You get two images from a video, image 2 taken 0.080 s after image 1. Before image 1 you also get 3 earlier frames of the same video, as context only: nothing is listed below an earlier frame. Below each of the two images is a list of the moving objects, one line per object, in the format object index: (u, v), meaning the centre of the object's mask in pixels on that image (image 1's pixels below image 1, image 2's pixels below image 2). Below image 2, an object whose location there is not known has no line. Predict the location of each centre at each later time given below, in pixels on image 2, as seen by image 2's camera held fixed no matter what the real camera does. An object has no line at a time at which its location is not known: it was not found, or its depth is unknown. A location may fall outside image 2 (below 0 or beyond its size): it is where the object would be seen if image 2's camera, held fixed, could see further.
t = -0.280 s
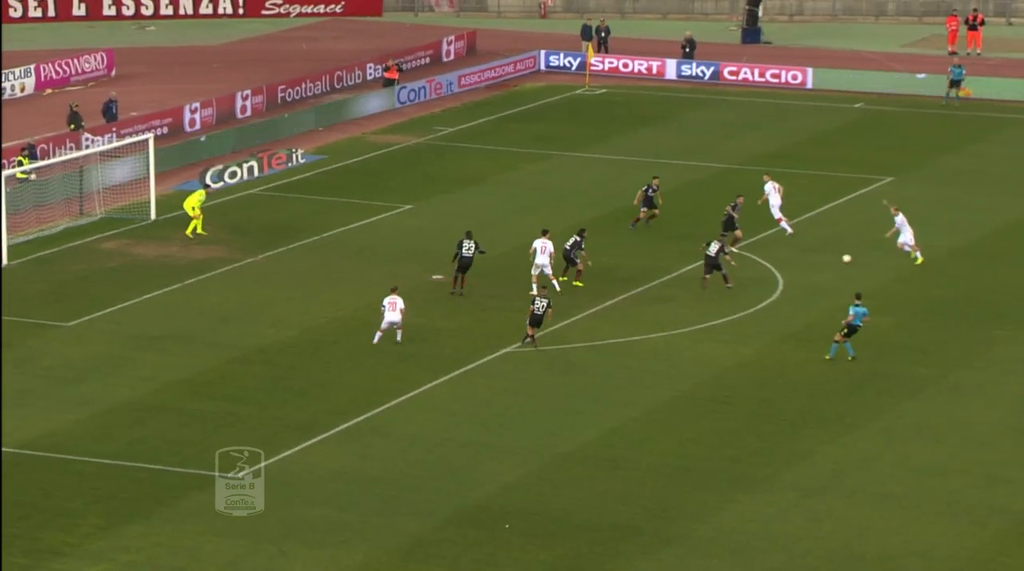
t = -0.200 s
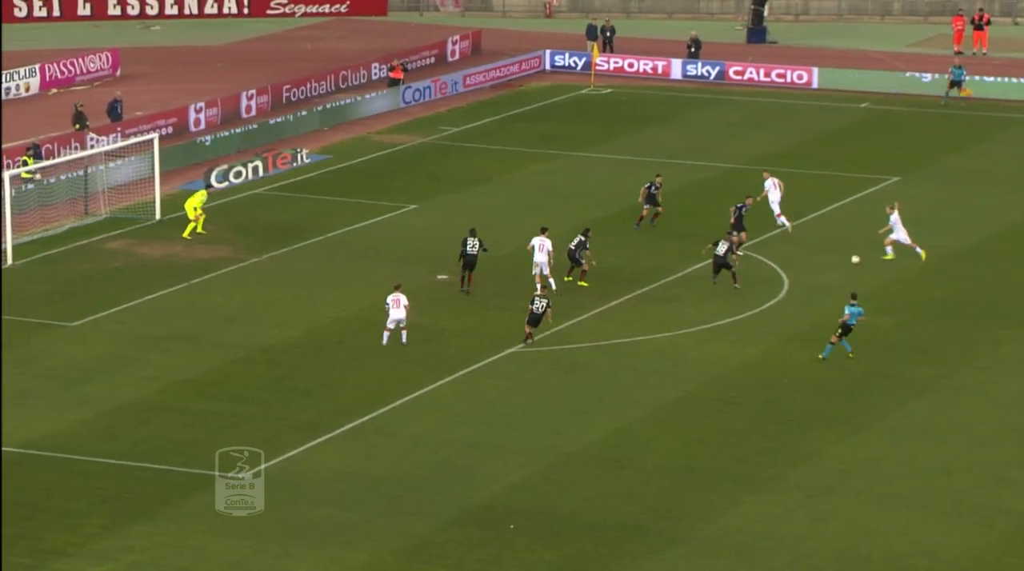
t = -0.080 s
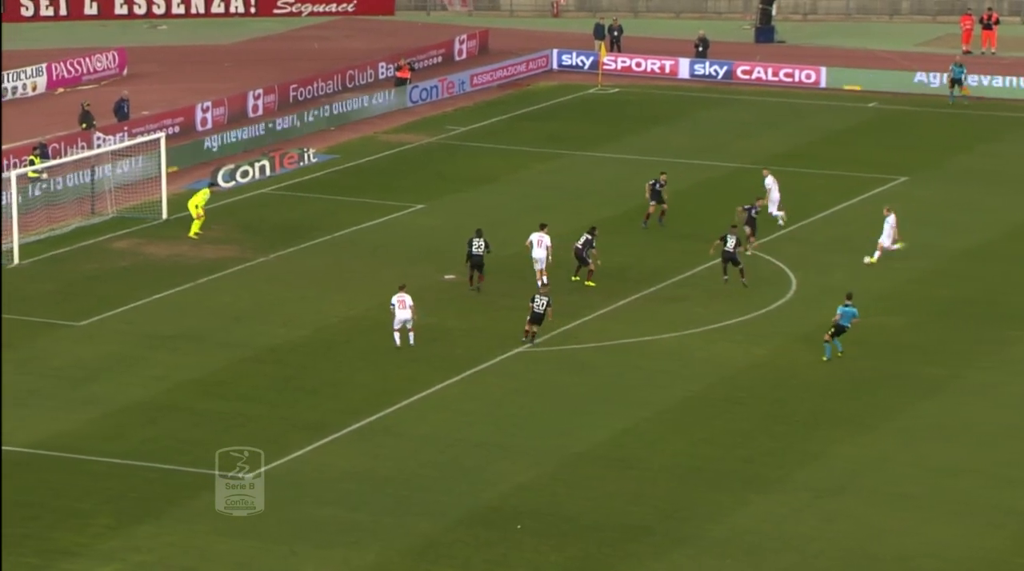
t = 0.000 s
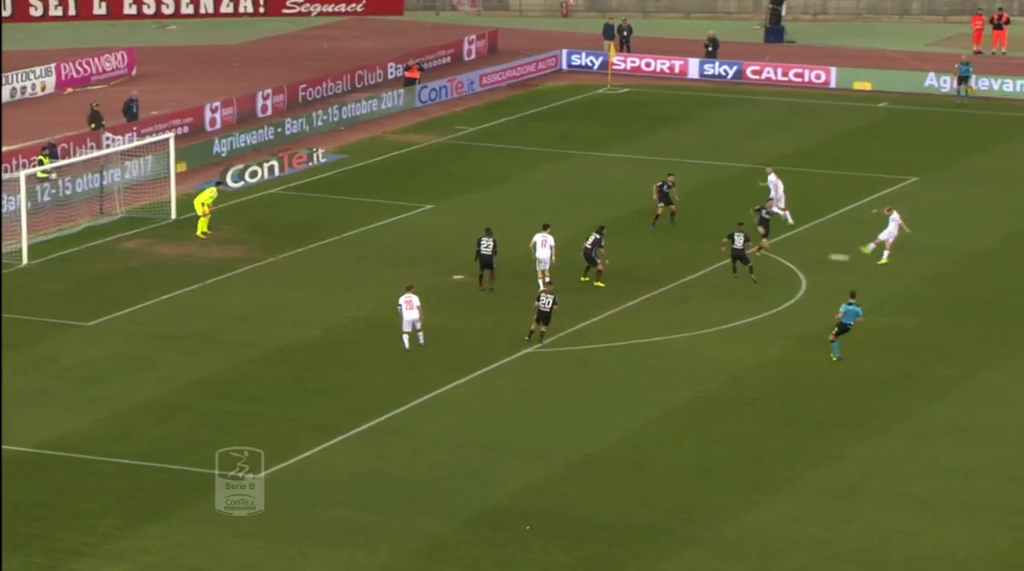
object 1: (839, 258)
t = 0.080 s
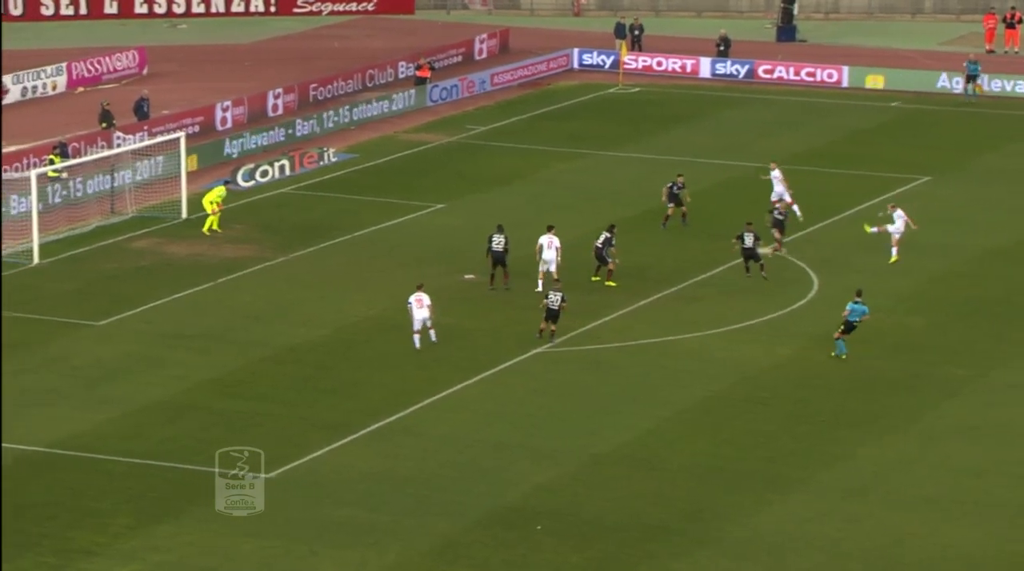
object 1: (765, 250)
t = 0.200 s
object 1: (640, 247)
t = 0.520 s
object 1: (350, 248)
